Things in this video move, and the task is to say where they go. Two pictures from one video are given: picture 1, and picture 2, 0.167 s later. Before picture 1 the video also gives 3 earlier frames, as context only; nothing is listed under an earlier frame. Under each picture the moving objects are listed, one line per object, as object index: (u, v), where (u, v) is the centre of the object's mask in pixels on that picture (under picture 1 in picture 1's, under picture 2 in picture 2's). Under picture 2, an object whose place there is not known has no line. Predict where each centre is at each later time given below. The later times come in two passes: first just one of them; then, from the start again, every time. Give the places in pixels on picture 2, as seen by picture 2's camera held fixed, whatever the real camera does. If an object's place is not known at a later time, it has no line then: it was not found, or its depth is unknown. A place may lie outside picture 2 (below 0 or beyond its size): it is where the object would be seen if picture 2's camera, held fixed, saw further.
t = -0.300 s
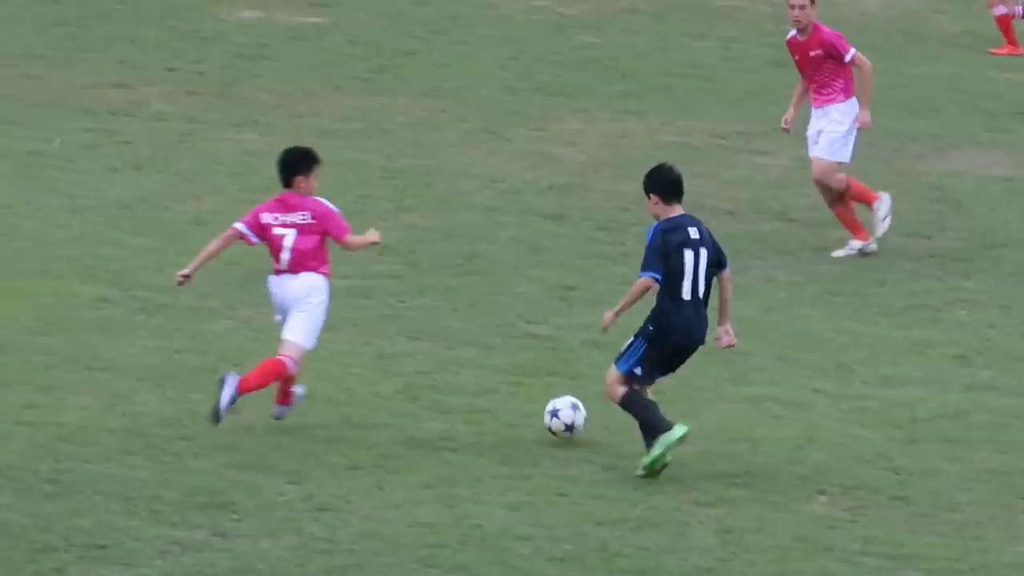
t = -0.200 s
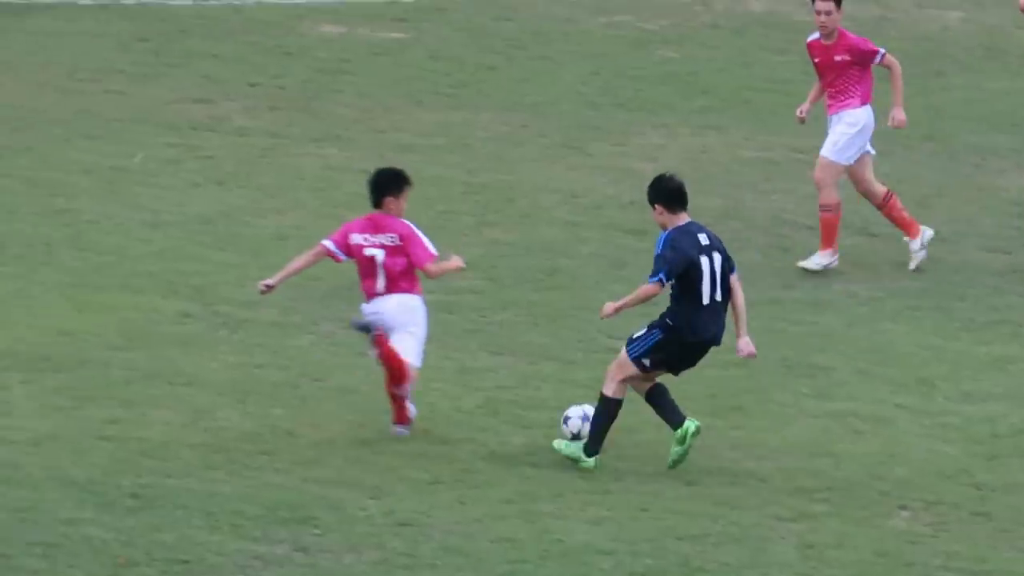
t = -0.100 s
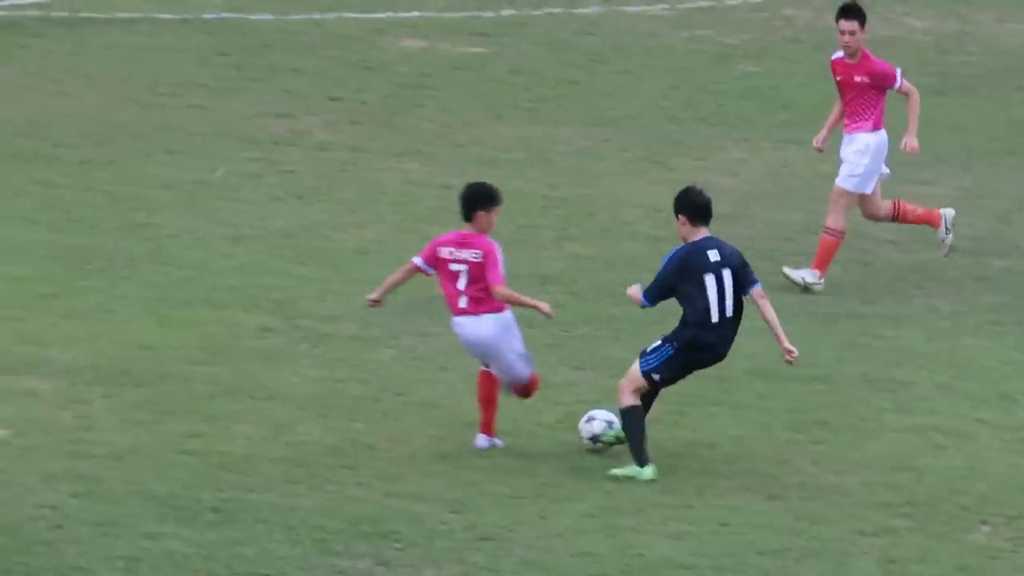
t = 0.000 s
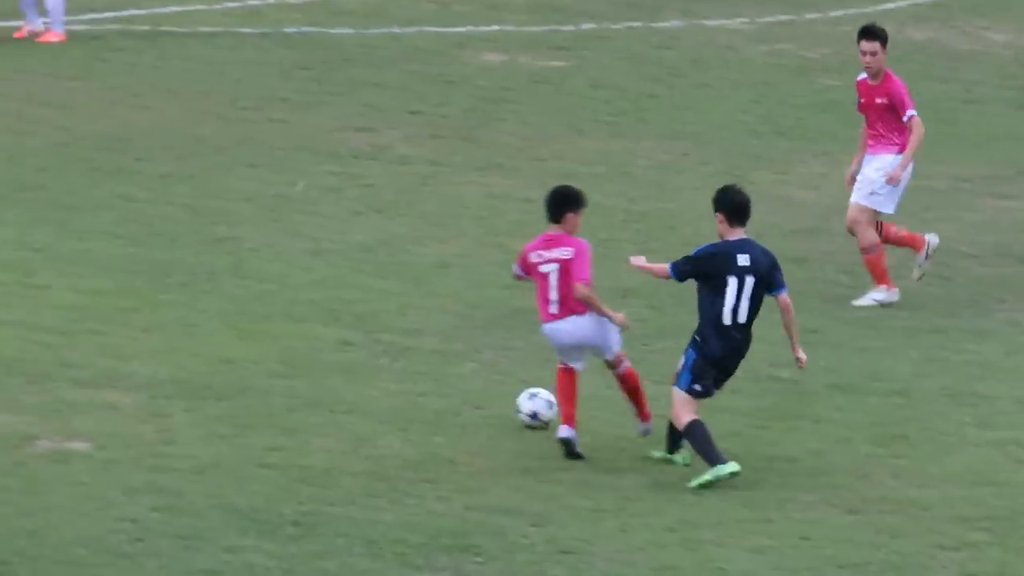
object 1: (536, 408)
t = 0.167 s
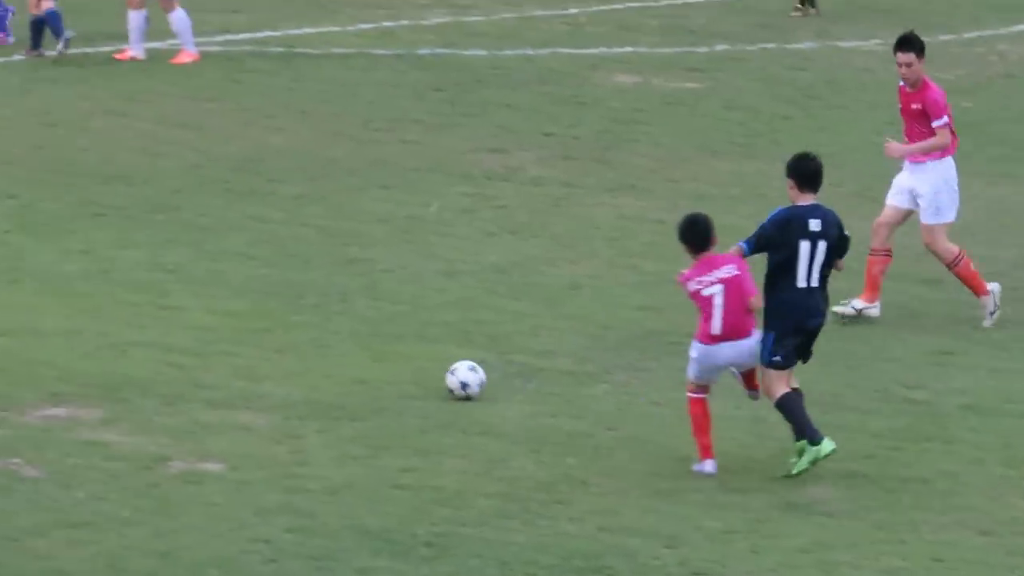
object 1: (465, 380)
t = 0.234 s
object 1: (396, 364)
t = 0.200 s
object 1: (430, 372)
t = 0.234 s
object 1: (396, 364)
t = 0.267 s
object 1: (364, 356)
